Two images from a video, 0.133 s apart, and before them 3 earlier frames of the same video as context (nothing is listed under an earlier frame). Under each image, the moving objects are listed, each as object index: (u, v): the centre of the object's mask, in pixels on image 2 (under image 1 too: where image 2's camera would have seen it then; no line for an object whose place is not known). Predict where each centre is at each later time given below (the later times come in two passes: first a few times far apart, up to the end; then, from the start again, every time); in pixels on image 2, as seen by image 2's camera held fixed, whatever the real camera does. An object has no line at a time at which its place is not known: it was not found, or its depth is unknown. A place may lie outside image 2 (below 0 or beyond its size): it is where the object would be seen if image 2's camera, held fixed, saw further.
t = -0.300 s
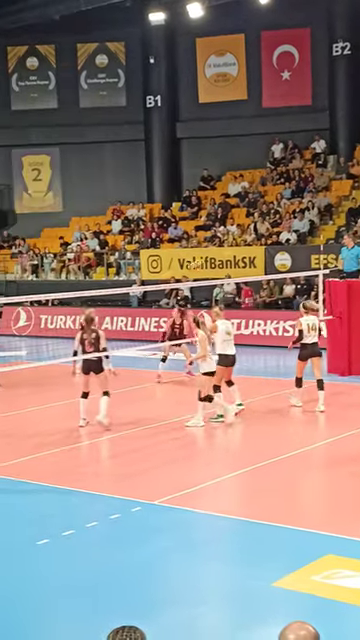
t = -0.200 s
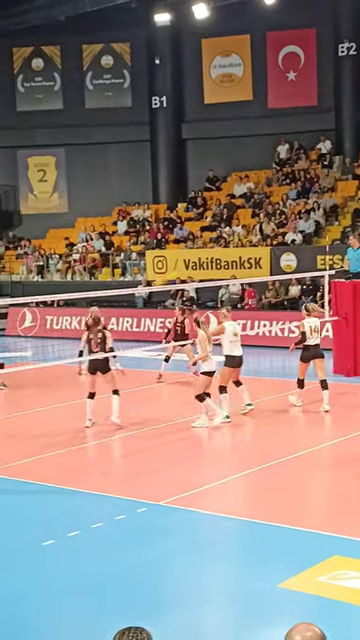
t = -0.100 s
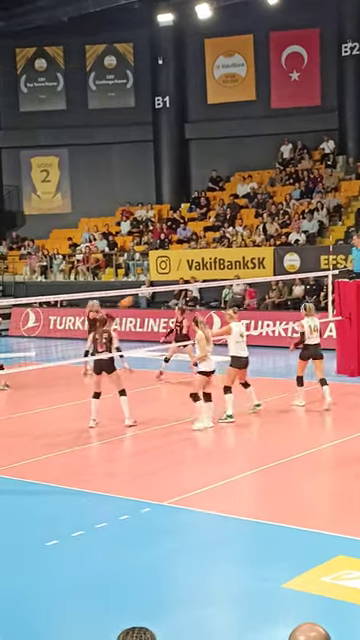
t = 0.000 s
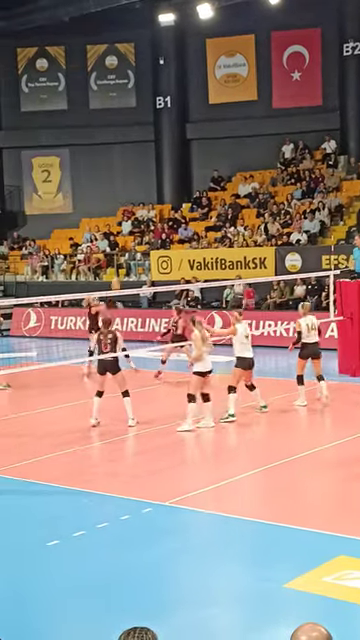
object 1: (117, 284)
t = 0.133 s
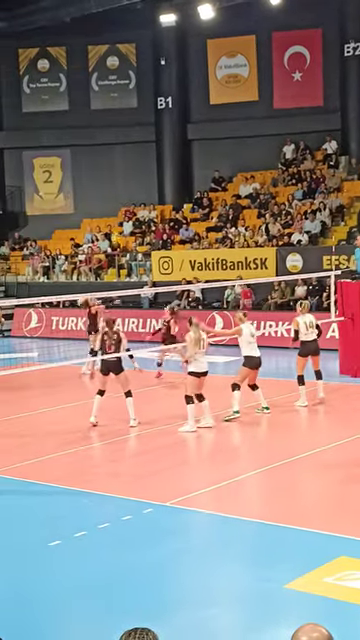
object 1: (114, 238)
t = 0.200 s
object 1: (114, 216)
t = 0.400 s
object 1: (112, 165)
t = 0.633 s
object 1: (109, 124)
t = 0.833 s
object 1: (105, 108)
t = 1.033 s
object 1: (102, 112)
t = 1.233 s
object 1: (99, 138)
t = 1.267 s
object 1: (99, 144)
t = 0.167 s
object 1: (115, 223)
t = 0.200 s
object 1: (114, 216)
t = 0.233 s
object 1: (114, 207)
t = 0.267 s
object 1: (113, 197)
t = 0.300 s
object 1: (113, 188)
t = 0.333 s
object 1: (113, 180)
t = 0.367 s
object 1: (112, 172)
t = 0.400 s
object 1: (112, 165)
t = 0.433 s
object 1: (112, 158)
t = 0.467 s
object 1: (112, 150)
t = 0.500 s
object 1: (111, 144)
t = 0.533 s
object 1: (110, 139)
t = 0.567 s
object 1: (110, 133)
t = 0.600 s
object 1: (109, 128)
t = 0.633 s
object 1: (109, 124)
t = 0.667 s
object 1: (108, 119)
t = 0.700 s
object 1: (107, 116)
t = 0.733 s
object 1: (107, 114)
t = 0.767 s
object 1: (106, 111)
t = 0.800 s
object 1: (106, 109)
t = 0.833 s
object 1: (105, 108)
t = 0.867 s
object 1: (104, 108)
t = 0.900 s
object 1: (104, 107)
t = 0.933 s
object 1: (103, 107)
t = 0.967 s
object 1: (103, 109)
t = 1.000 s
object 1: (102, 110)
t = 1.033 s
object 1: (102, 112)
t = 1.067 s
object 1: (101, 115)
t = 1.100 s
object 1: (101, 118)
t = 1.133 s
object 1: (100, 122)
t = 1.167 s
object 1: (100, 127)
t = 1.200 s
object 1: (99, 132)
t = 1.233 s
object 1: (99, 138)
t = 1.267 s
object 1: (99, 144)
